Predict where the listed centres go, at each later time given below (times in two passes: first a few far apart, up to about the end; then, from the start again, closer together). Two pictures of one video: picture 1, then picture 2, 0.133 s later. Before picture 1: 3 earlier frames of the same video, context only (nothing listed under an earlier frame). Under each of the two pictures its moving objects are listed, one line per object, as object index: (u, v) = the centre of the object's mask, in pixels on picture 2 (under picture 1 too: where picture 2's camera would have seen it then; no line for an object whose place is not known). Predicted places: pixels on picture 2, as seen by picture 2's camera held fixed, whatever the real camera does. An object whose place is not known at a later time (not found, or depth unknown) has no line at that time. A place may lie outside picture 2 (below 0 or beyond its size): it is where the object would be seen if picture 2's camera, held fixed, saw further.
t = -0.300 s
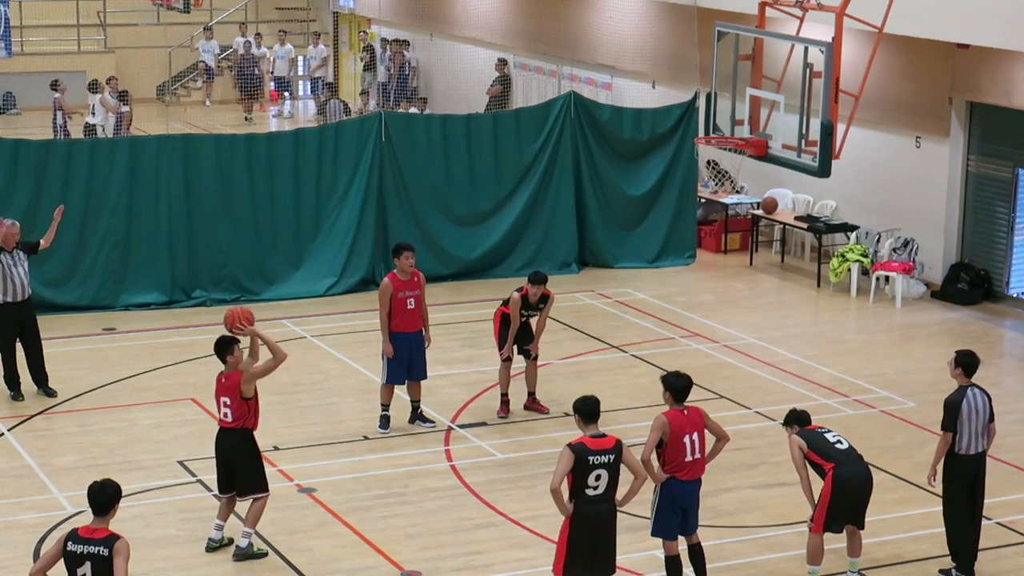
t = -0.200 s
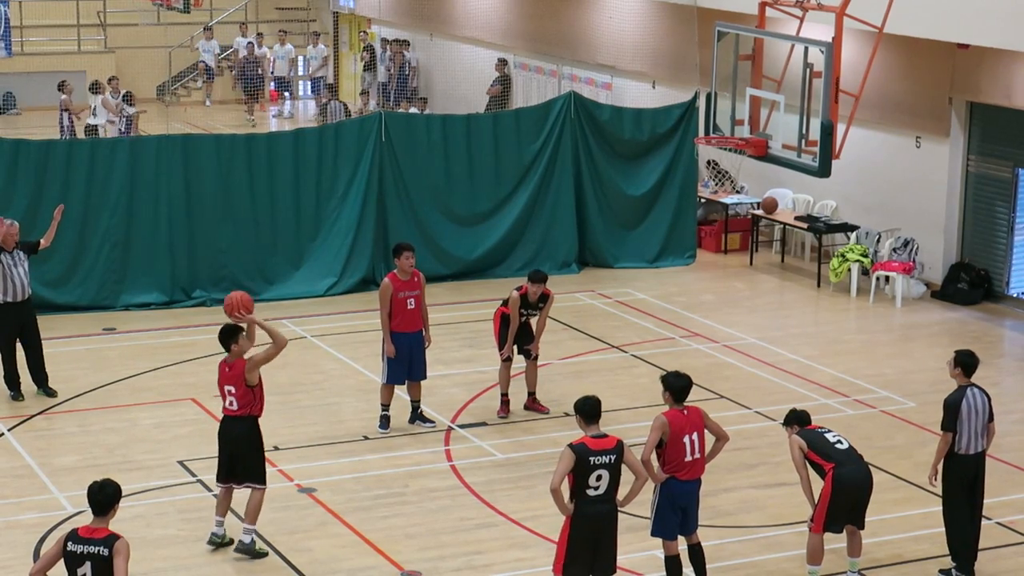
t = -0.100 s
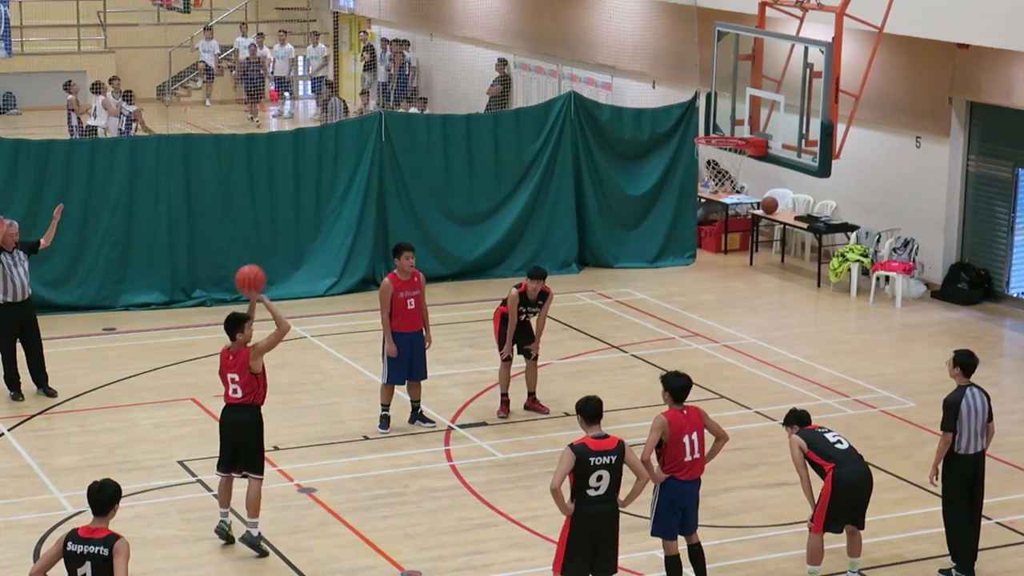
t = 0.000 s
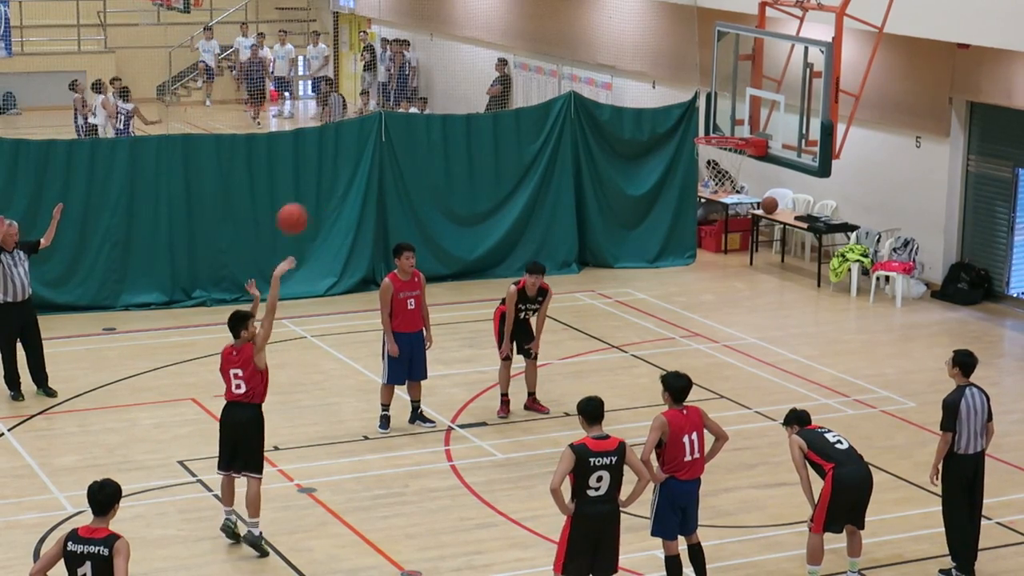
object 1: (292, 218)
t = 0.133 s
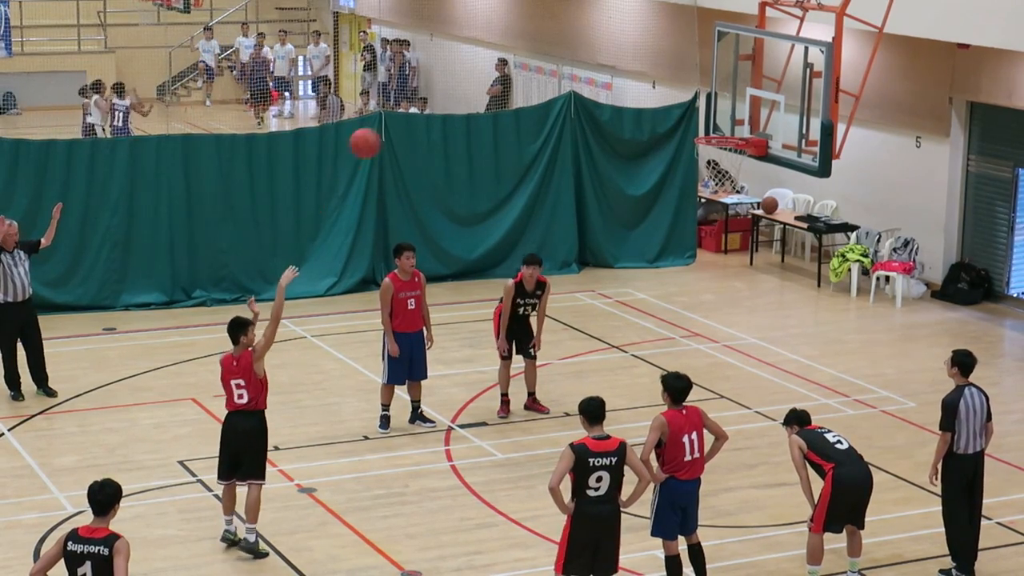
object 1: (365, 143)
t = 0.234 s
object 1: (418, 102)
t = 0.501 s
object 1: (553, 54)
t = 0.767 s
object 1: (678, 91)
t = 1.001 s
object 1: (715, 146)
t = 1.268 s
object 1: (712, 193)
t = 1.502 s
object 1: (730, 280)
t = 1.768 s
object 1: (746, 455)
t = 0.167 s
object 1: (383, 128)
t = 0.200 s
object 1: (400, 115)
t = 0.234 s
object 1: (418, 102)
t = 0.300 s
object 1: (453, 81)
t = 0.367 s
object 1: (487, 67)
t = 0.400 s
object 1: (504, 62)
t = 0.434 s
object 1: (522, 58)
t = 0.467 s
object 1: (537, 55)
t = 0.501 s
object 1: (553, 54)
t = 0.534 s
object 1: (570, 54)
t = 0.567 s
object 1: (586, 56)
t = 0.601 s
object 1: (602, 58)
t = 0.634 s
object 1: (617, 62)
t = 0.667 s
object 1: (633, 67)
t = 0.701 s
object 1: (648, 74)
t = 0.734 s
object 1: (663, 81)
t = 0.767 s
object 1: (678, 91)
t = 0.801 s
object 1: (692, 102)
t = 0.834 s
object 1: (707, 112)
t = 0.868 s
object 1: (721, 125)
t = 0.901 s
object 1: (735, 134)
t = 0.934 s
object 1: (734, 136)
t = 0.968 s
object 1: (727, 137)
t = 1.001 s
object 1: (715, 146)
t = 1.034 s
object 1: (708, 154)
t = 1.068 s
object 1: (706, 159)
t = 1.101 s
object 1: (704, 166)
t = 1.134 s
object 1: (704, 171)
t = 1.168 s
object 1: (705, 174)
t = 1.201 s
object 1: (708, 180)
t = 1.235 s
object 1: (710, 186)
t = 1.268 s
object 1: (712, 193)
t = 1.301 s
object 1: (715, 202)
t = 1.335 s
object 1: (717, 210)
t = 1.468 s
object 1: (728, 263)
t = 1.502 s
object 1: (730, 280)
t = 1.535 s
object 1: (732, 297)
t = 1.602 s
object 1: (736, 336)
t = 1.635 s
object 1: (738, 357)
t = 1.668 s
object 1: (740, 379)
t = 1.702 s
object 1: (742, 403)
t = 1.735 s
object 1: (744, 429)
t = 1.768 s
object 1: (746, 455)
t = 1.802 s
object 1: (747, 482)
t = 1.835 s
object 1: (748, 507)
